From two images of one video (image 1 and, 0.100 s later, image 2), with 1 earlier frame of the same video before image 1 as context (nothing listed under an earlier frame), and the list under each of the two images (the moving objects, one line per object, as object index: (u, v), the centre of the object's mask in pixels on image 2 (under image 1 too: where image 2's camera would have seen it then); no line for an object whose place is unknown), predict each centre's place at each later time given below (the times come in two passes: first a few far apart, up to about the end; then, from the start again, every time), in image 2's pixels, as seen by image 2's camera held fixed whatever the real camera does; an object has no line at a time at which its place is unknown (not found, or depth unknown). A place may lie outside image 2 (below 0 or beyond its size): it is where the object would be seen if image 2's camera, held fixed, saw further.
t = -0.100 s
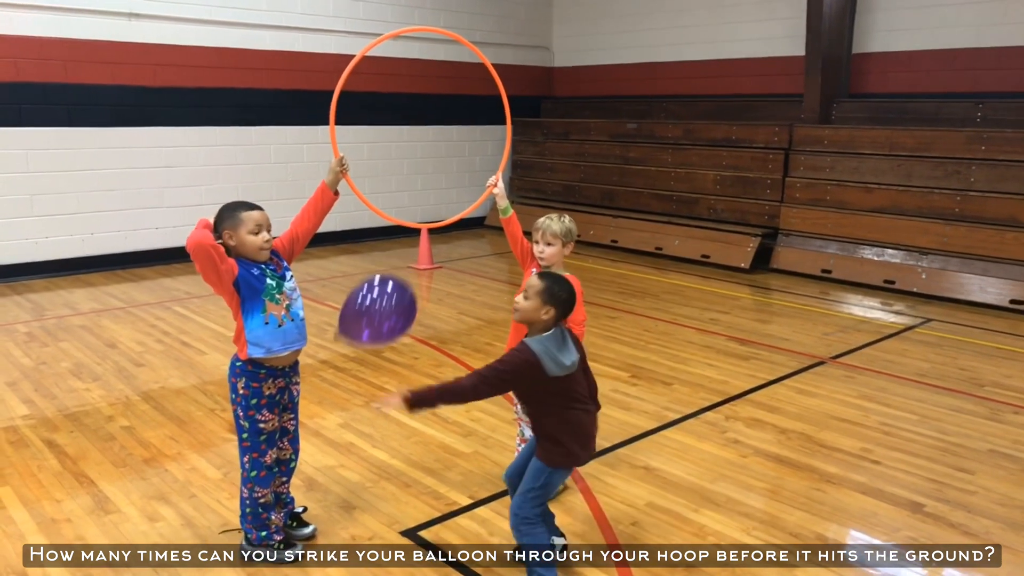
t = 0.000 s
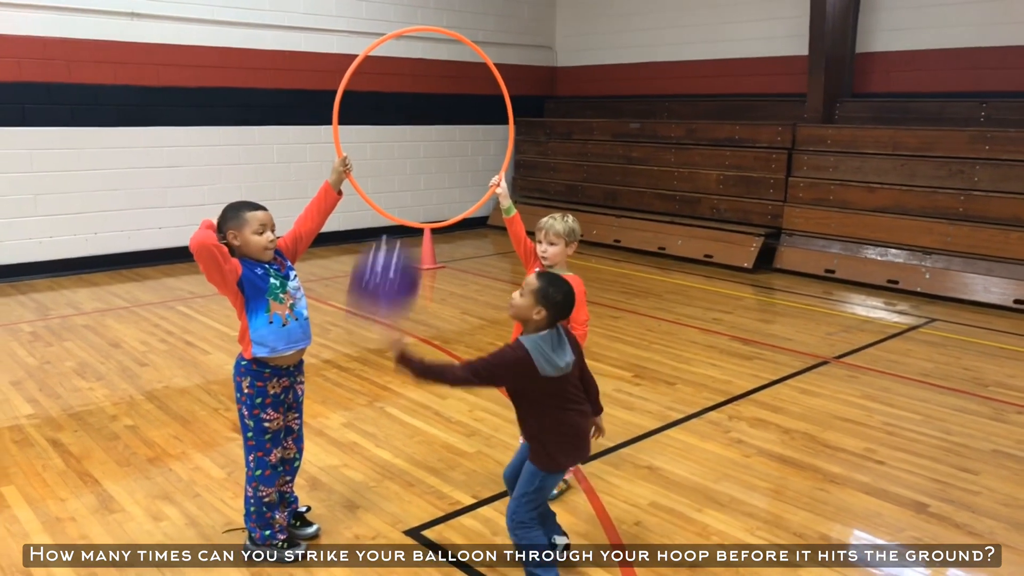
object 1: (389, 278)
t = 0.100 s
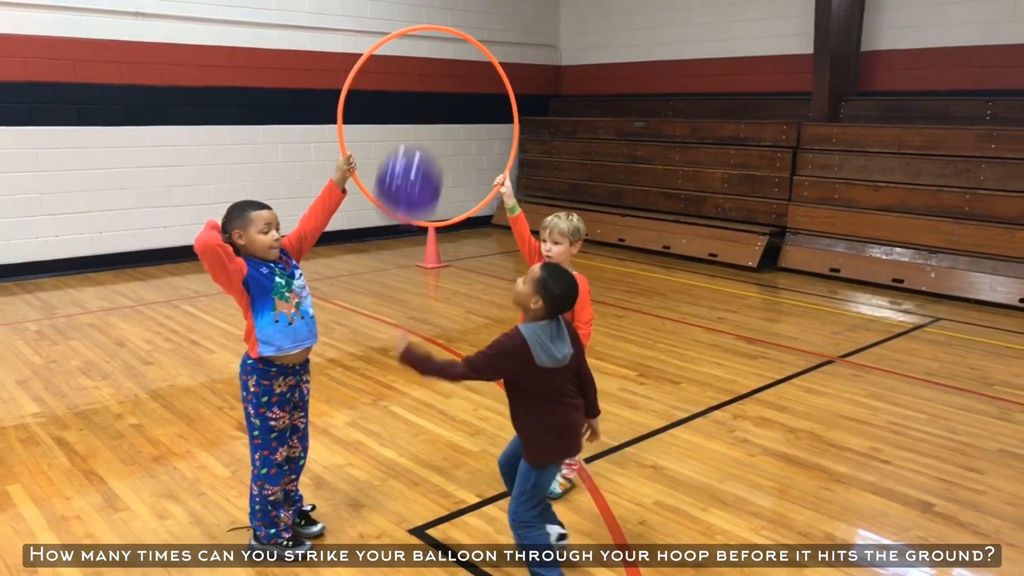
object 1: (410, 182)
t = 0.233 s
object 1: (439, 99)
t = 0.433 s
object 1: (480, 37)
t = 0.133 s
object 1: (414, 161)
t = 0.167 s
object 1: (422, 135)
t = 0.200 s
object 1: (431, 116)
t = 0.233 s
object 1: (439, 99)
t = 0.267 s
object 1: (449, 85)
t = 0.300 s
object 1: (455, 74)
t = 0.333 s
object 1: (463, 63)
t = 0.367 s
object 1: (469, 54)
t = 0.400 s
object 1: (473, 47)
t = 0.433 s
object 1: (480, 37)
